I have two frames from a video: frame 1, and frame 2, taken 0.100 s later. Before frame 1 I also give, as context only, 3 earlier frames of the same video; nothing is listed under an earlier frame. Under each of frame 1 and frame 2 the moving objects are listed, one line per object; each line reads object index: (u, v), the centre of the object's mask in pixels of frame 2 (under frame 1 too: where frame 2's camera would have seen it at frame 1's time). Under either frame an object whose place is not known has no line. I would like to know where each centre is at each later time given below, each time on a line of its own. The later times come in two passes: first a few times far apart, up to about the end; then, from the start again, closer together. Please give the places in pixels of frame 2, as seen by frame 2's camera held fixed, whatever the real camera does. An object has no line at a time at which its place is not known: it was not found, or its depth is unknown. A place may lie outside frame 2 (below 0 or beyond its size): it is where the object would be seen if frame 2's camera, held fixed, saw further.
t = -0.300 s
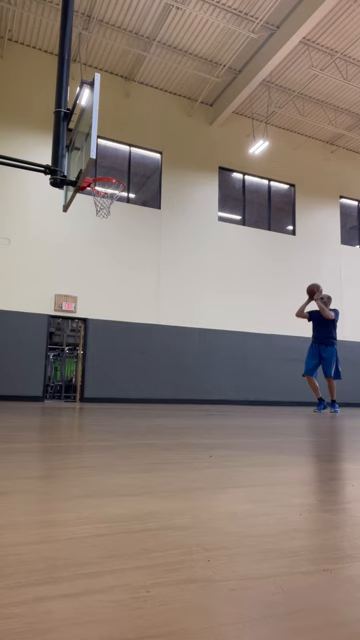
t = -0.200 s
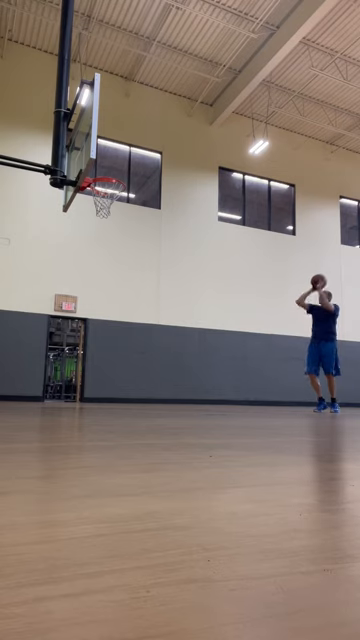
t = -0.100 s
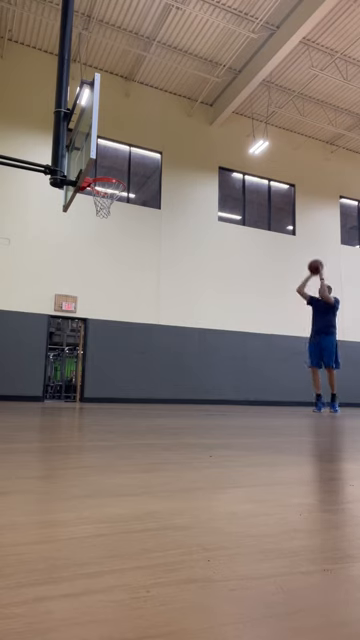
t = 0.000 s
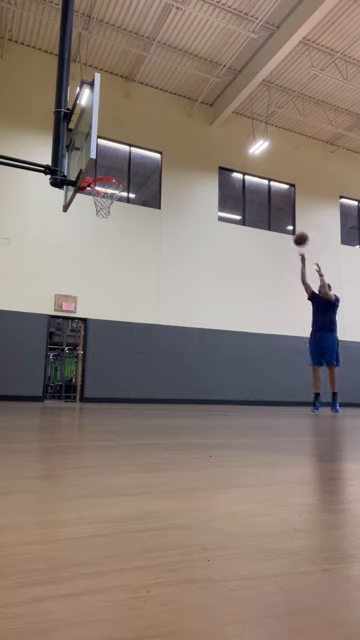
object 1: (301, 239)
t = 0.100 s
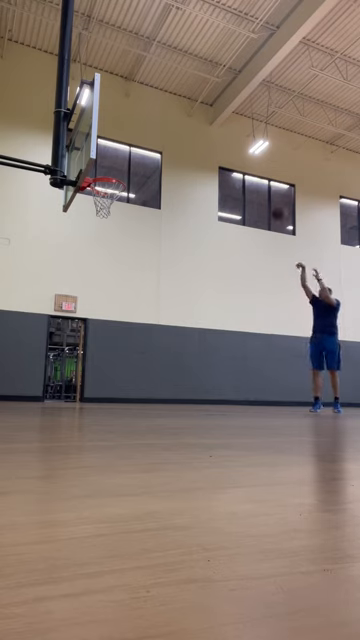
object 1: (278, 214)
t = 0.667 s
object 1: (140, 169)
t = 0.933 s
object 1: (89, 199)
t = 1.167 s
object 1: (90, 227)
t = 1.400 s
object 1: (89, 295)
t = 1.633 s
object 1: (86, 395)
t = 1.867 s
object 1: (111, 317)
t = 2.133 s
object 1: (137, 283)
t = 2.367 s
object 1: (158, 297)
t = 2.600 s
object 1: (176, 353)
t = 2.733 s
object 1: (187, 403)
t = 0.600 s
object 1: (158, 164)
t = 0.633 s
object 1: (150, 166)
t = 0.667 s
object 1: (140, 169)
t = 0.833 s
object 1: (96, 196)
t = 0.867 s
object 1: (90, 199)
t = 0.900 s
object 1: (88, 201)
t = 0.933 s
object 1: (89, 199)
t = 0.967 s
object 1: (89, 201)
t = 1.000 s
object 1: (90, 204)
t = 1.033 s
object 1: (90, 207)
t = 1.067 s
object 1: (90, 211)
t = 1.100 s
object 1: (90, 215)
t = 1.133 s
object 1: (90, 221)
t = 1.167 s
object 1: (90, 227)
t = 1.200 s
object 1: (90, 234)
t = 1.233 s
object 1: (90, 242)
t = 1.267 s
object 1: (90, 251)
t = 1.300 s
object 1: (89, 260)
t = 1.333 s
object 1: (89, 271)
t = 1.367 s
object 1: (89, 282)
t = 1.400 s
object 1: (89, 295)
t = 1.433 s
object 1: (88, 308)
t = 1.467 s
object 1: (87, 323)
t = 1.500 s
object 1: (86, 341)
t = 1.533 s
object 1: (86, 355)
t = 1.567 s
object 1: (84, 374)
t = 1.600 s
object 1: (83, 392)
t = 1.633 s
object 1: (86, 395)
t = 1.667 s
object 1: (88, 381)
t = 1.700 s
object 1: (93, 370)
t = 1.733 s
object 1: (96, 358)
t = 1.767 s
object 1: (99, 347)
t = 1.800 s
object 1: (103, 336)
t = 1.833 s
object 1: (107, 326)
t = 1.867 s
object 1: (111, 317)
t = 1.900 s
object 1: (114, 310)
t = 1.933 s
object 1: (117, 304)
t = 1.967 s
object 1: (121, 298)
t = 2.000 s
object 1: (124, 293)
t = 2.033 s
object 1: (127, 290)
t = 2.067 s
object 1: (130, 287)
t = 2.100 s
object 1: (133, 284)
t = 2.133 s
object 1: (137, 283)
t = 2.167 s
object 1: (140, 282)
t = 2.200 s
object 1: (143, 283)
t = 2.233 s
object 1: (146, 284)
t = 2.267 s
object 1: (149, 286)
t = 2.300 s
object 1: (152, 288)
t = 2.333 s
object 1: (155, 292)
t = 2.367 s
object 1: (158, 297)
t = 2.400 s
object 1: (160, 302)
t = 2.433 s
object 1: (163, 308)
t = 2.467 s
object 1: (166, 315)
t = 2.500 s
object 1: (169, 323)
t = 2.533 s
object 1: (171, 332)
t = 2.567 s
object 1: (173, 343)
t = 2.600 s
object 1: (176, 353)
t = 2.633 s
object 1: (179, 364)
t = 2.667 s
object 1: (181, 376)
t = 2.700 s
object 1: (184, 391)
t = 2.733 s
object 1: (187, 403)
